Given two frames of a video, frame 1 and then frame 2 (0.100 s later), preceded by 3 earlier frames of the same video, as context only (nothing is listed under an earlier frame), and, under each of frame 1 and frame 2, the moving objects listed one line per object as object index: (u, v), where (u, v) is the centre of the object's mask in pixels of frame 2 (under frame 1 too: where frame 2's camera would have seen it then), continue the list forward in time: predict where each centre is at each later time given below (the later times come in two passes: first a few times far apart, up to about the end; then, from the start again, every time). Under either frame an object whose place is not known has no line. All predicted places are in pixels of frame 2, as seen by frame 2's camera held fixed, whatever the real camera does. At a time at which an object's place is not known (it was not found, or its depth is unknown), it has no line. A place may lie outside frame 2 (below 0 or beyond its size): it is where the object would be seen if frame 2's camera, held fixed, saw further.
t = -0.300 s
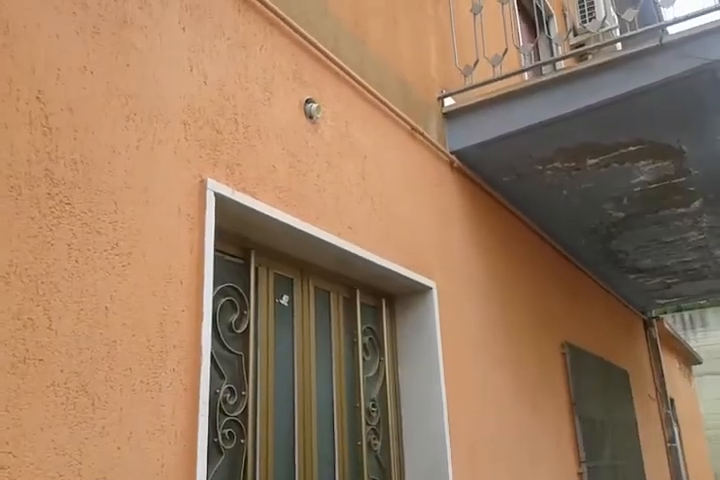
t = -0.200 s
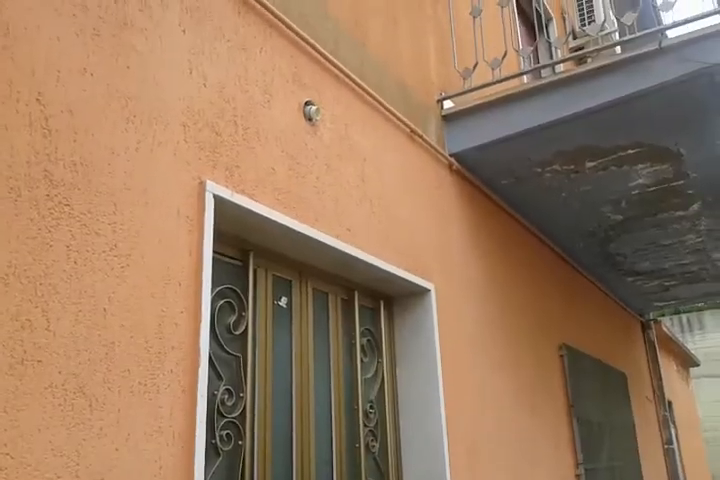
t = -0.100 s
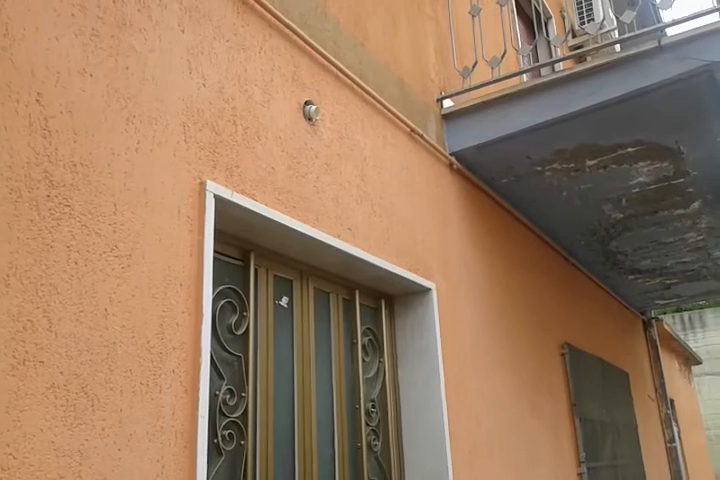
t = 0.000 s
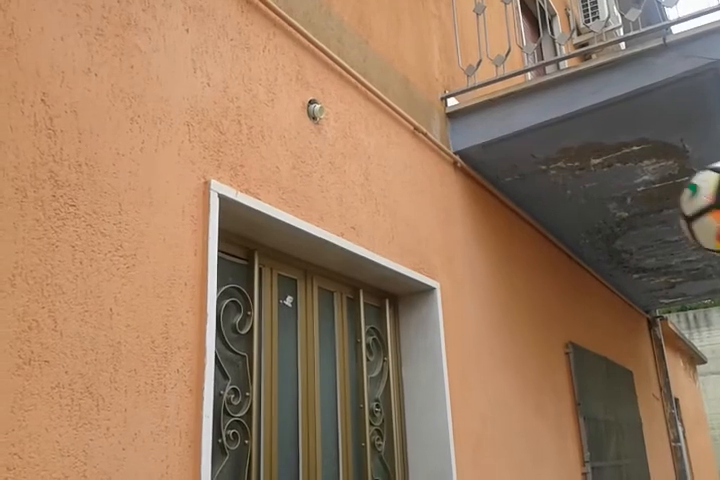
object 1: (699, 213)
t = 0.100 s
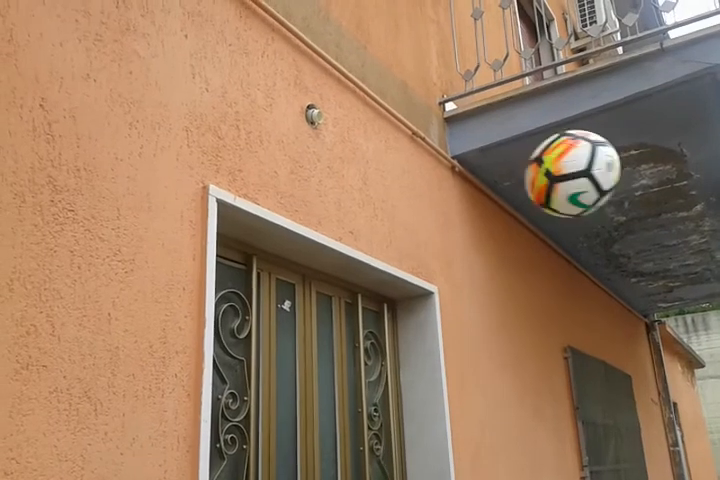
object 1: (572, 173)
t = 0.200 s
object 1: (449, 175)
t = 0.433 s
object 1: (406, 147)
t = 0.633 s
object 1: (549, 119)
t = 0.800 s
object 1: (704, 211)
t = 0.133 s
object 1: (527, 171)
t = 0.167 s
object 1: (487, 171)
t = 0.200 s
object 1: (449, 175)
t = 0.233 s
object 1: (413, 183)
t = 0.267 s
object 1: (379, 194)
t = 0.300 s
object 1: (347, 207)
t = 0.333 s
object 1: (349, 199)
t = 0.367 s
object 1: (367, 179)
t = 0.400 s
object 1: (386, 162)
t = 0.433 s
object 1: (406, 147)
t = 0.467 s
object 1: (427, 134)
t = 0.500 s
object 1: (448, 125)
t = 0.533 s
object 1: (470, 119)
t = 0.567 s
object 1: (494, 115)
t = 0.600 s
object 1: (521, 115)
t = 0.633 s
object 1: (549, 119)
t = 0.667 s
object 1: (580, 126)
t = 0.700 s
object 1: (613, 139)
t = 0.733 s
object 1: (650, 156)
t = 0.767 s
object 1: (684, 180)
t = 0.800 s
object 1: (704, 211)
